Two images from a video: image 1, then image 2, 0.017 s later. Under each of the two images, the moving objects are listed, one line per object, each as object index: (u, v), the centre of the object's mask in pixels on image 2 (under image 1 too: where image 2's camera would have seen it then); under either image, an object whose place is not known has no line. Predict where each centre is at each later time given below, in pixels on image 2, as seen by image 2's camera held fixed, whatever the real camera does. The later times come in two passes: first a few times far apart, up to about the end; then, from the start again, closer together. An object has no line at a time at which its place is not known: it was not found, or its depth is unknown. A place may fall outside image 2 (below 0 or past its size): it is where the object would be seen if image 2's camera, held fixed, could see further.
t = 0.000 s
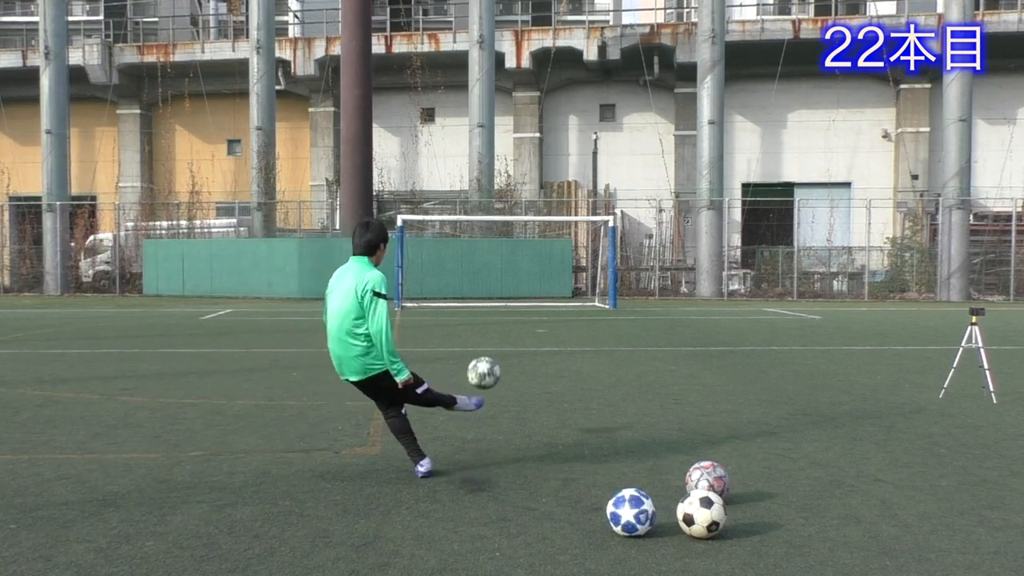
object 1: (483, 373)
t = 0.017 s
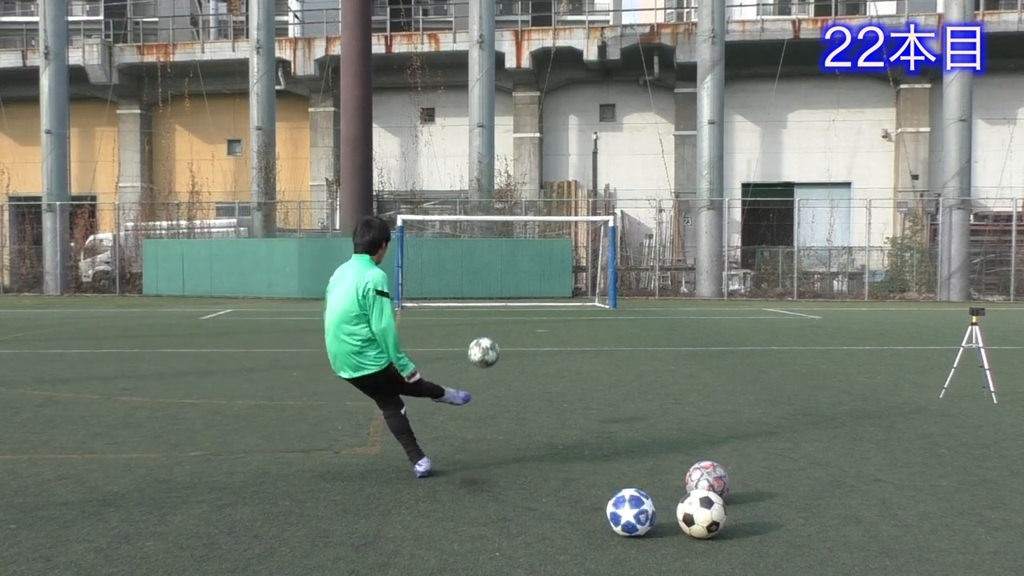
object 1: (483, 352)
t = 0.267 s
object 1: (478, 220)
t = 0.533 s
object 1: (463, 224)
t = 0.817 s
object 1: (445, 276)
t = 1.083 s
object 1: (430, 281)
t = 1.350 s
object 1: (421, 255)
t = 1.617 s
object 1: (417, 254)
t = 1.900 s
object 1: (418, 282)
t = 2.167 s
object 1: (419, 288)
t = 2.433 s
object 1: (417, 286)
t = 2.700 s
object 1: (417, 302)
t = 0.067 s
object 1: (484, 303)
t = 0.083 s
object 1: (483, 290)
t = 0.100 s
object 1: (483, 279)
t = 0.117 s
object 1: (483, 269)
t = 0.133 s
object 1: (482, 260)
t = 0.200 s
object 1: (480, 234)
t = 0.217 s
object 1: (480, 230)
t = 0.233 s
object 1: (479, 226)
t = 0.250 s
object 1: (478, 223)
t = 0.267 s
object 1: (478, 220)
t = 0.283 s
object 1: (477, 218)
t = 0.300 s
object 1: (476, 216)
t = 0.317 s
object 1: (475, 214)
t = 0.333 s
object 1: (474, 213)
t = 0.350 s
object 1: (473, 212)
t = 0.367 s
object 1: (473, 212)
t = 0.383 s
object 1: (472, 212)
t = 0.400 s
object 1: (471, 212)
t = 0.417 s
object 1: (470, 213)
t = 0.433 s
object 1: (470, 213)
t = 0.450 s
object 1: (469, 215)
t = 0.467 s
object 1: (468, 216)
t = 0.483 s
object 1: (467, 217)
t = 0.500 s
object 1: (466, 219)
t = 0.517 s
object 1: (465, 221)
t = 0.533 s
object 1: (463, 224)
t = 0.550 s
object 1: (462, 226)
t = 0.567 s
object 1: (461, 227)
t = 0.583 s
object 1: (461, 230)
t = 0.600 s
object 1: (459, 233)
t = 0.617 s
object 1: (458, 235)
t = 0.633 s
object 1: (457, 238)
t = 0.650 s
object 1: (456, 241)
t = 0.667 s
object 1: (455, 244)
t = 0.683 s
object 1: (454, 247)
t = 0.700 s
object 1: (453, 250)
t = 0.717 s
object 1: (452, 254)
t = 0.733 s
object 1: (450, 258)
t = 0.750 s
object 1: (449, 261)
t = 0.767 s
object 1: (448, 265)
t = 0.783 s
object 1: (447, 269)
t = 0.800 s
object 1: (446, 272)
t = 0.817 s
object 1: (445, 276)
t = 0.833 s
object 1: (443, 280)
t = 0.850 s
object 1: (442, 284)
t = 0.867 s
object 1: (441, 288)
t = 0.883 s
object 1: (440, 292)
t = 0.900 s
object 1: (439, 296)
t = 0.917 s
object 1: (438, 301)
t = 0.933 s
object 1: (437, 305)
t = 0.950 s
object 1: (435, 310)
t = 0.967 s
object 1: (435, 306)
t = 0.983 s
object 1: (434, 302)
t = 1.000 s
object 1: (433, 298)
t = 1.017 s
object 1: (433, 294)
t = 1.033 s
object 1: (432, 290)
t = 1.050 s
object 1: (431, 287)
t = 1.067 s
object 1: (431, 284)
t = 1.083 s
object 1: (430, 281)
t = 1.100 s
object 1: (430, 278)
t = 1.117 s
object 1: (429, 275)
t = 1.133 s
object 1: (428, 273)
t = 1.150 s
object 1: (428, 270)
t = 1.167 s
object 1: (427, 268)
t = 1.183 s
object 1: (426, 266)
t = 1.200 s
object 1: (426, 264)
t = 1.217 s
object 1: (425, 263)
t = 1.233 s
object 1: (424, 261)
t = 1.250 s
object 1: (424, 260)
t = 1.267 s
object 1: (423, 259)
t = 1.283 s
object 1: (423, 258)
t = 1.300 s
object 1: (422, 257)
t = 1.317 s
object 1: (421, 256)
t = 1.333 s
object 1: (421, 255)
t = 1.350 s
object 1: (421, 255)
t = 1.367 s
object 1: (420, 254)
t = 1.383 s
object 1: (420, 254)
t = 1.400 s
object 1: (420, 253)
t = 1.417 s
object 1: (419, 253)
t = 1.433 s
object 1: (419, 252)
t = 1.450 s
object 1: (419, 252)
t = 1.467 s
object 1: (418, 252)
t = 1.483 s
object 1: (418, 252)
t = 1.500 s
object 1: (418, 252)
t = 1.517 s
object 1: (418, 252)
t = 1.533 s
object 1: (418, 252)
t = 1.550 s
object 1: (417, 252)
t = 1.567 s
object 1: (417, 252)
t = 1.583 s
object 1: (417, 253)
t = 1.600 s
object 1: (417, 253)
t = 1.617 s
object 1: (417, 254)
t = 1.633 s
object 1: (417, 255)
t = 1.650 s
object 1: (417, 256)
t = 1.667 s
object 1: (417, 257)
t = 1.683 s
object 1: (417, 258)
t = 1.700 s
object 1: (417, 259)
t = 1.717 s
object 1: (417, 261)
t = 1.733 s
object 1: (417, 262)
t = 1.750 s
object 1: (417, 263)
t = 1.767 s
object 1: (417, 265)
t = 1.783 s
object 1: (417, 266)
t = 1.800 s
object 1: (417, 269)
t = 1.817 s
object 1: (418, 271)
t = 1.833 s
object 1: (418, 273)
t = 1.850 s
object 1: (418, 275)
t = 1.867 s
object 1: (417, 277)
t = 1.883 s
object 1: (418, 279)
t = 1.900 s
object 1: (418, 282)
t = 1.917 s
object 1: (418, 285)
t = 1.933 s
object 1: (418, 287)
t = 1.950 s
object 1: (418, 290)
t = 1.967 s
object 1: (418, 292)
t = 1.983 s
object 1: (418, 296)
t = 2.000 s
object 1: (418, 299)
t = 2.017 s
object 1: (419, 302)
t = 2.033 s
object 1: (418, 302)
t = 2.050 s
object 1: (418, 299)
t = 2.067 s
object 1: (418, 297)
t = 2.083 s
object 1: (418, 295)
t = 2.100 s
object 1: (418, 293)
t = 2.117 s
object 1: (419, 292)
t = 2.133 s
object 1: (419, 290)
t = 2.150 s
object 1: (419, 289)
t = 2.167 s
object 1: (419, 288)
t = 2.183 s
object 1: (419, 287)
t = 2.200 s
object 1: (418, 286)
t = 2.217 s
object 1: (418, 285)
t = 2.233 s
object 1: (418, 284)
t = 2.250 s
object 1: (418, 283)
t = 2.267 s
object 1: (418, 283)
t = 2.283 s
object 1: (418, 283)
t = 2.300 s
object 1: (418, 283)
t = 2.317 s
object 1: (418, 283)
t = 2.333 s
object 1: (418, 283)
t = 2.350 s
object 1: (418, 283)
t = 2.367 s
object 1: (418, 284)
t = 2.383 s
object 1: (418, 284)
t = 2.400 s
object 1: (418, 285)
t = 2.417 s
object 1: (417, 286)
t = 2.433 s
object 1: (417, 286)
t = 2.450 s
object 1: (417, 287)
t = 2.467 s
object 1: (417, 289)
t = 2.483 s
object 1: (417, 290)
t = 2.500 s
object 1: (417, 291)
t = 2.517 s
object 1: (416, 292)
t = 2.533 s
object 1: (416, 294)
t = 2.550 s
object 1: (416, 296)
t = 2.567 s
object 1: (416, 297)
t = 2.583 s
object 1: (417, 299)
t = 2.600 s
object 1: (417, 301)
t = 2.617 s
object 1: (417, 301)
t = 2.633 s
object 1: (417, 301)
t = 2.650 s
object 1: (417, 302)
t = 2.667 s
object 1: (417, 302)
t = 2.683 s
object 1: (417, 302)
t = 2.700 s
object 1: (417, 302)
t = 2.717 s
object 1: (417, 302)
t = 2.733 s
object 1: (418, 302)
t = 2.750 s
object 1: (418, 302)
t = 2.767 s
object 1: (418, 302)
